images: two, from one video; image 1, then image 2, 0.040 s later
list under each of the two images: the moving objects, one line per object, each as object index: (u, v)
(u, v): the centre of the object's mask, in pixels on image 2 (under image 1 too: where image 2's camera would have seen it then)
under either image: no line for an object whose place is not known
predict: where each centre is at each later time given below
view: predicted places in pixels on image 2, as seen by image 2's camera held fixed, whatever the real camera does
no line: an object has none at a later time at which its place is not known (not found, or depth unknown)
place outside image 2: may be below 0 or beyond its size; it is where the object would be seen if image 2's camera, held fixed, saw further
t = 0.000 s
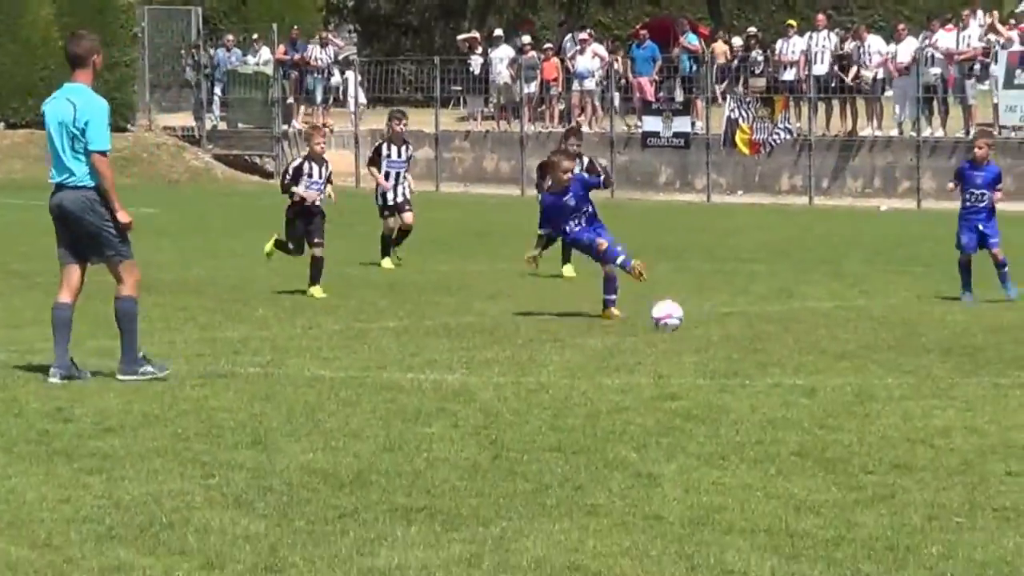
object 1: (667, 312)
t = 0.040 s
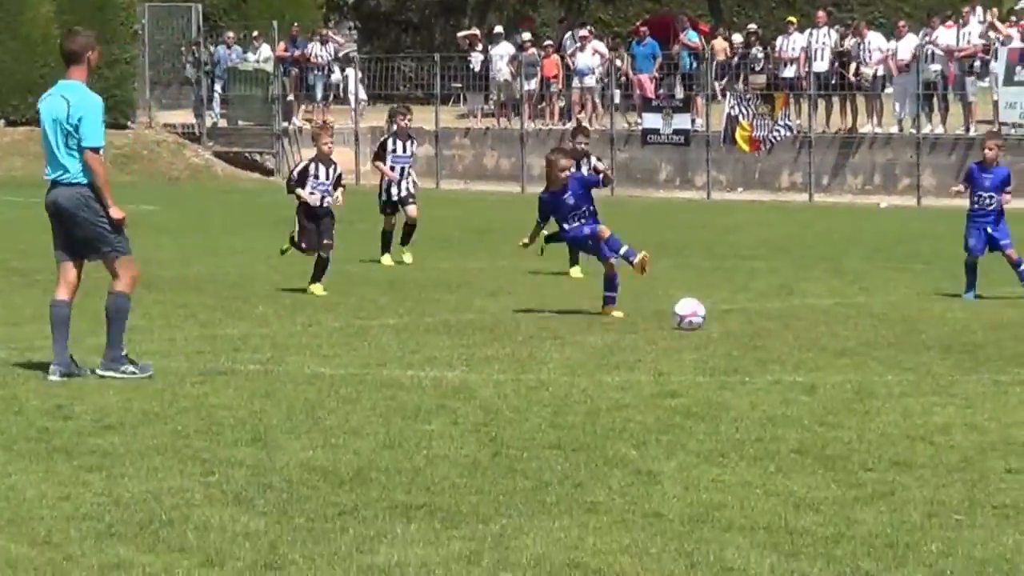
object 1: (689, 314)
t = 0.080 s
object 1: (711, 315)
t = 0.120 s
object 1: (734, 317)
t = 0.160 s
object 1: (755, 321)
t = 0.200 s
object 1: (774, 324)
